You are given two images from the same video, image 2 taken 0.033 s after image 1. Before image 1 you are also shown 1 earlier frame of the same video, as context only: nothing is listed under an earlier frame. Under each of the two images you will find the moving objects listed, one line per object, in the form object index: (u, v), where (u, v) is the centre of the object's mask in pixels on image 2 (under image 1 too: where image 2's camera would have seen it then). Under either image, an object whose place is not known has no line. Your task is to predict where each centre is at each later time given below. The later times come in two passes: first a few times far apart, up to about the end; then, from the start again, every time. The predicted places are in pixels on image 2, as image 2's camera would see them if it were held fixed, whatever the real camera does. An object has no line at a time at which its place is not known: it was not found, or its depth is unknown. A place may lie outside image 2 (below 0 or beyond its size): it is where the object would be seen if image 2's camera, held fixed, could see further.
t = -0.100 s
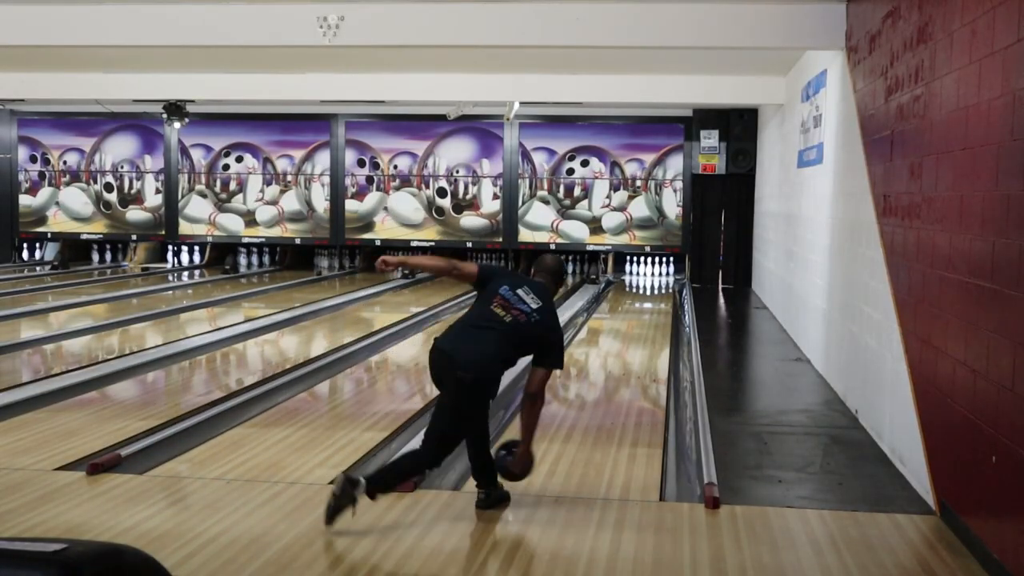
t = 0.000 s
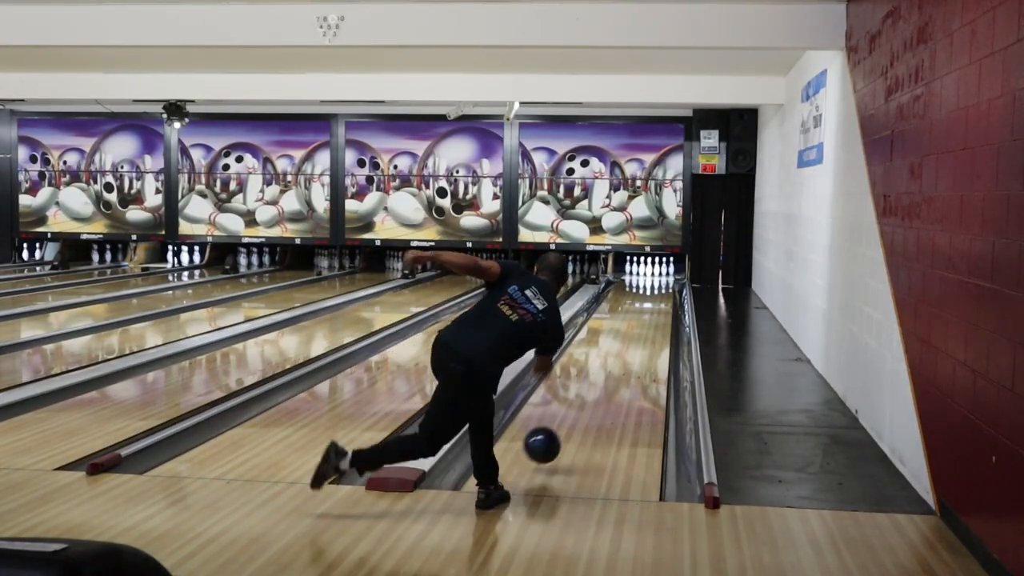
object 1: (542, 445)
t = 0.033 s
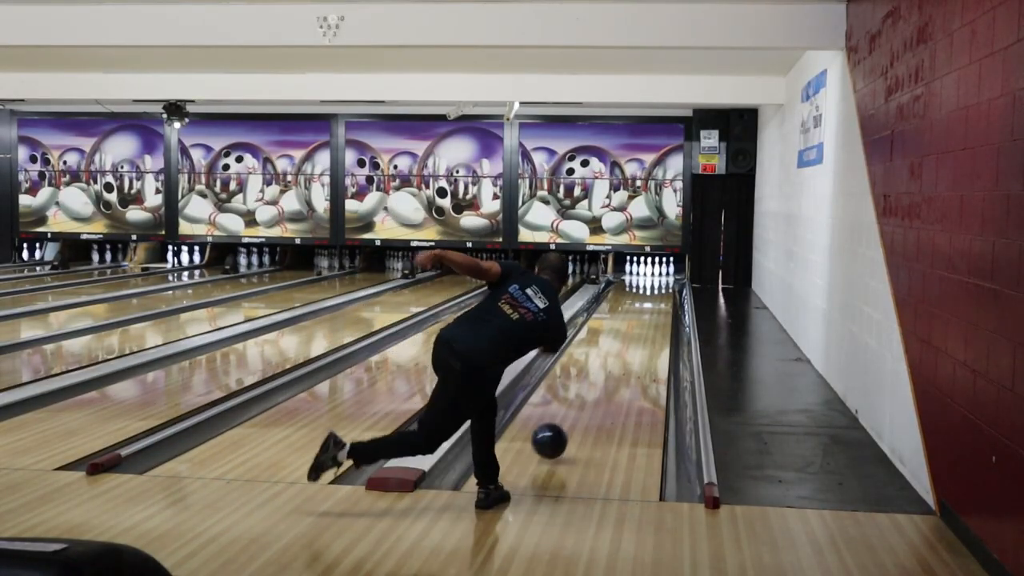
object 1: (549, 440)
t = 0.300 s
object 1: (593, 389)
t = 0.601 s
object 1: (622, 351)
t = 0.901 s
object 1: (640, 326)
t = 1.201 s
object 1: (652, 308)
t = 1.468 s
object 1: (659, 296)
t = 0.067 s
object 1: (556, 437)
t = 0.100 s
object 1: (563, 428)
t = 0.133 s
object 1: (568, 421)
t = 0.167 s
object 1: (574, 414)
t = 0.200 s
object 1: (579, 407)
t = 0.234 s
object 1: (584, 401)
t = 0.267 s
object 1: (588, 395)
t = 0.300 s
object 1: (593, 389)
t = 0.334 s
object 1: (597, 384)
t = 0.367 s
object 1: (601, 379)
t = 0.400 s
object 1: (604, 374)
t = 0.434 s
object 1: (608, 370)
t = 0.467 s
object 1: (611, 366)
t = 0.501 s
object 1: (614, 362)
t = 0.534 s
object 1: (617, 358)
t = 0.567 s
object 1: (619, 354)
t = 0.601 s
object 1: (622, 351)
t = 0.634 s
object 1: (625, 347)
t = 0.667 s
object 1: (627, 344)
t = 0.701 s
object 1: (629, 341)
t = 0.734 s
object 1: (631, 338)
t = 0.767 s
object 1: (633, 335)
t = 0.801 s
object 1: (635, 333)
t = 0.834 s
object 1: (637, 330)
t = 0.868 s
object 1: (639, 328)
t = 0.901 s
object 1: (640, 326)
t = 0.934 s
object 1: (642, 323)
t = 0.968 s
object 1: (644, 321)
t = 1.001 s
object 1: (645, 319)
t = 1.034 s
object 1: (646, 317)
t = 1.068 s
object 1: (648, 315)
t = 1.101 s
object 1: (649, 313)
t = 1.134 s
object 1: (650, 311)
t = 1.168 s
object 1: (651, 309)
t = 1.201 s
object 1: (652, 308)
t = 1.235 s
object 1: (654, 306)
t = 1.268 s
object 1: (654, 304)
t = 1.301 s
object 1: (655, 303)
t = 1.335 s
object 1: (656, 301)
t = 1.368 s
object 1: (657, 300)
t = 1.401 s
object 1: (658, 298)
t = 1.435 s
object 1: (658, 297)
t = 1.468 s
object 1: (659, 296)
